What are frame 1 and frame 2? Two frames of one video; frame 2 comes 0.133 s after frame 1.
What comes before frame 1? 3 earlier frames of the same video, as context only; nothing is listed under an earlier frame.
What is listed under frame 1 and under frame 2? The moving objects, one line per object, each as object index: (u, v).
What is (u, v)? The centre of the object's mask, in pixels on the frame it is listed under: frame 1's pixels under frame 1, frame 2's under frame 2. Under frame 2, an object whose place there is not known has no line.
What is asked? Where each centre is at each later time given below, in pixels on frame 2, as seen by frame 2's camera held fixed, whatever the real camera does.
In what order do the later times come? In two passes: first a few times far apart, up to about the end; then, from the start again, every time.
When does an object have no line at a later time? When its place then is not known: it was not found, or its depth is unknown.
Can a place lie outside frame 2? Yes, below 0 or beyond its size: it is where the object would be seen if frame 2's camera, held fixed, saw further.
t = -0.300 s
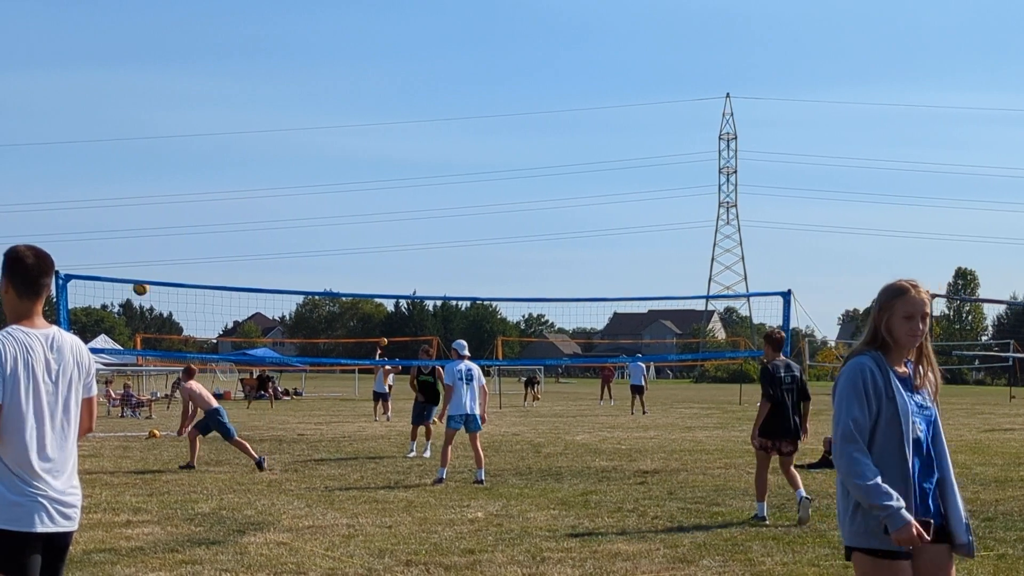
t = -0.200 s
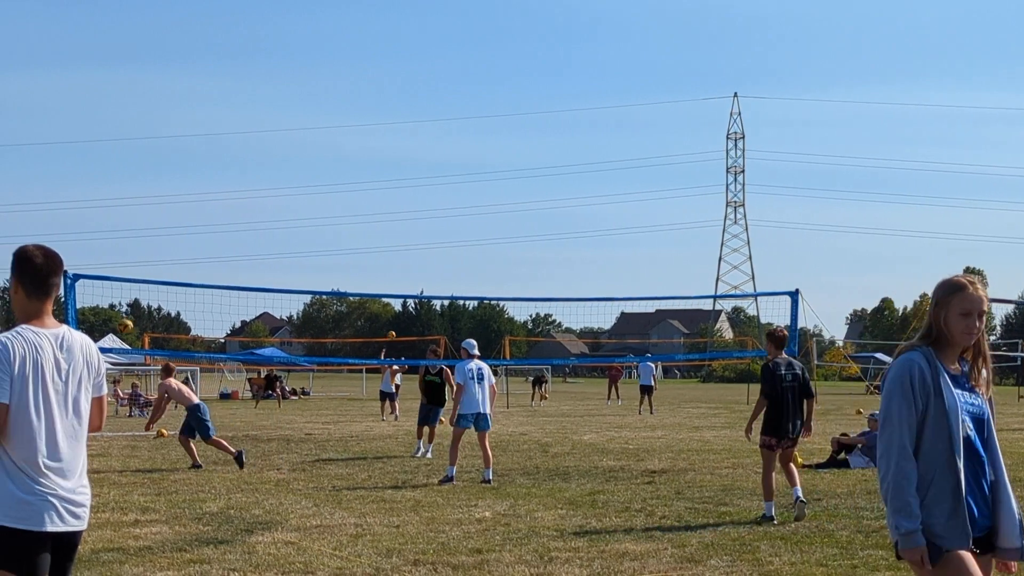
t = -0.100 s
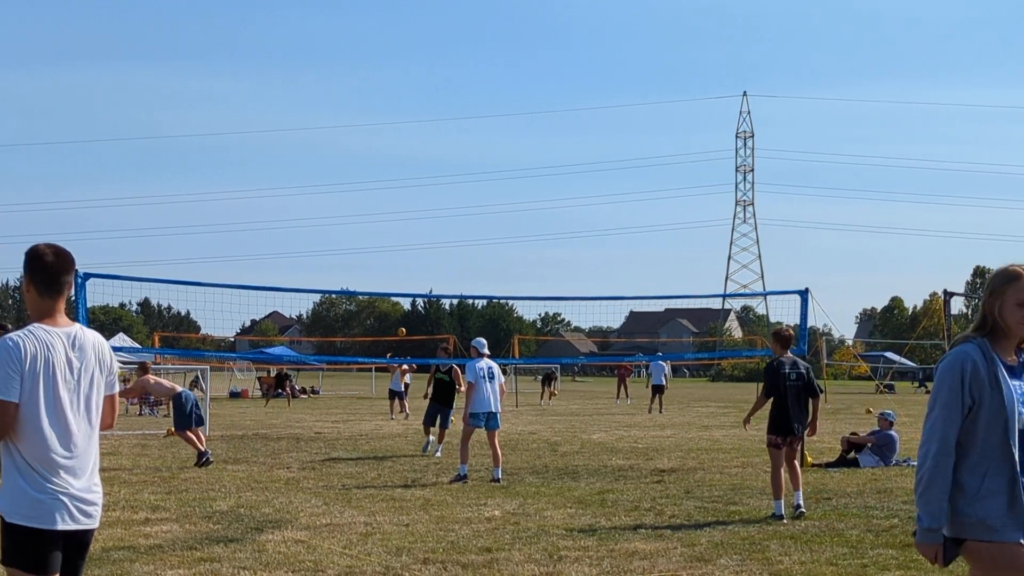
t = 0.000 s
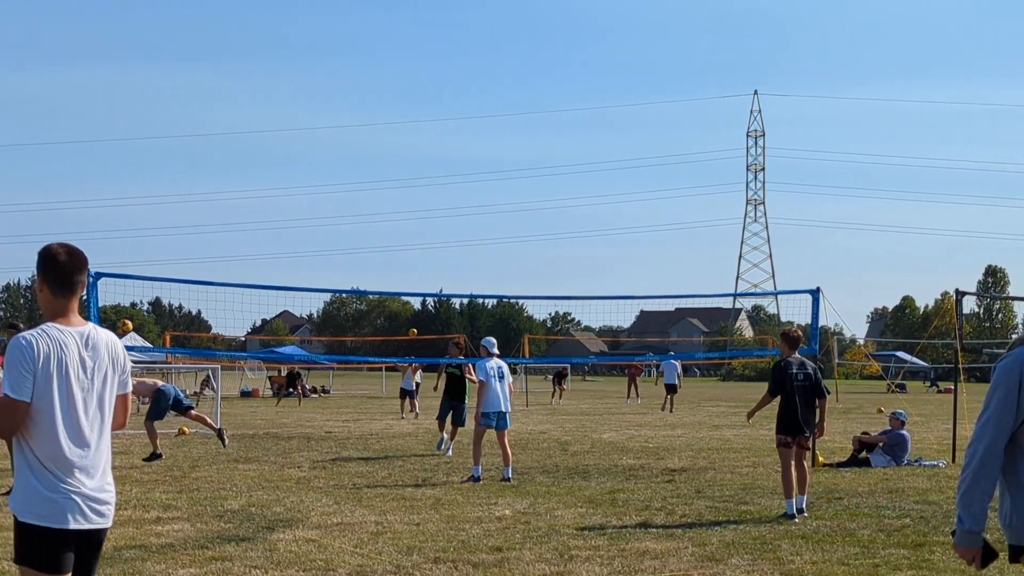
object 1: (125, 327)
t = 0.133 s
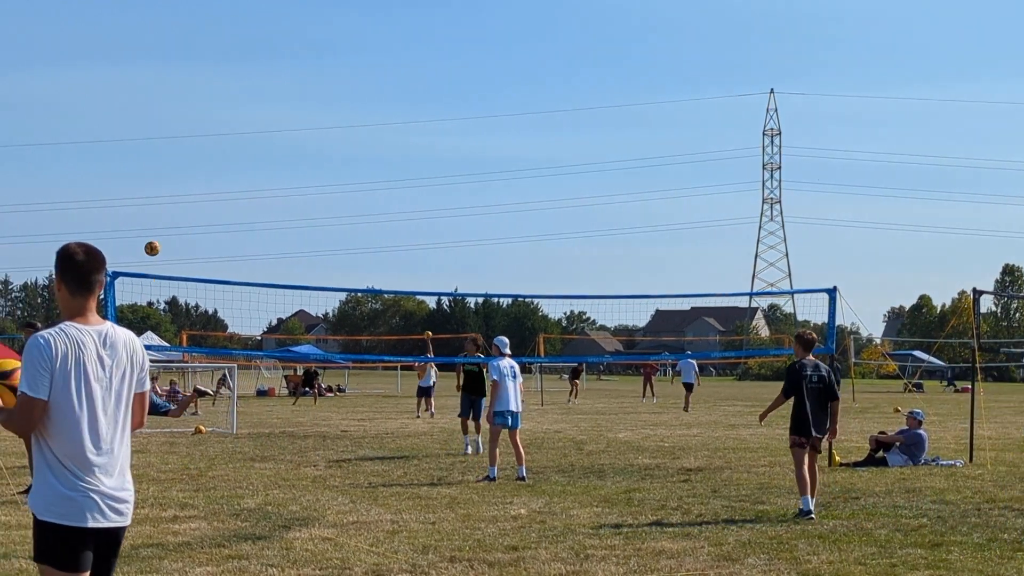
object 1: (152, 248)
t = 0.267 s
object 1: (163, 184)
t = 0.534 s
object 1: (186, 93)
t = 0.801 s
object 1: (209, 51)
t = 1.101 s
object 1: (237, 64)
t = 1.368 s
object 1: (261, 129)
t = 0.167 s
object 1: (155, 231)
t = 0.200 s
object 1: (157, 215)
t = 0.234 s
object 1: (160, 199)
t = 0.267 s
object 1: (163, 184)
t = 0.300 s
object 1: (166, 170)
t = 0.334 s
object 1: (168, 156)
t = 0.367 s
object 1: (171, 144)
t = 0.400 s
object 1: (174, 132)
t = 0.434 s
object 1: (177, 121)
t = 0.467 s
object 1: (180, 111)
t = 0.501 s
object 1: (183, 102)
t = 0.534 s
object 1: (186, 93)
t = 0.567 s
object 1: (188, 85)
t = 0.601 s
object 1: (192, 77)
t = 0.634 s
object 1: (195, 71)
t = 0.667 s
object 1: (197, 65)
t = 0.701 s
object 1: (200, 60)
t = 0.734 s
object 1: (204, 56)
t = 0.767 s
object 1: (206, 53)
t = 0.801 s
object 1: (209, 51)
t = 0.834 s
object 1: (212, 49)
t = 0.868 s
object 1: (216, 48)
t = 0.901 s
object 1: (218, 48)
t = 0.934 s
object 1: (221, 48)
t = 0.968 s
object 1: (224, 50)
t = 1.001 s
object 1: (228, 52)
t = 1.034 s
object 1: (231, 56)
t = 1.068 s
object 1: (234, 59)
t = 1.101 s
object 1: (237, 64)
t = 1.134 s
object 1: (240, 69)
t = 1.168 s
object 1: (243, 75)
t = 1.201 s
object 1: (246, 82)
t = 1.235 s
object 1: (249, 90)
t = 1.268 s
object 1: (253, 99)
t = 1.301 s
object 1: (255, 109)
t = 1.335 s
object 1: (258, 118)
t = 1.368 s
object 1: (261, 129)
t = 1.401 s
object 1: (265, 141)
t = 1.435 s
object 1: (268, 154)
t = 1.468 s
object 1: (270, 167)
